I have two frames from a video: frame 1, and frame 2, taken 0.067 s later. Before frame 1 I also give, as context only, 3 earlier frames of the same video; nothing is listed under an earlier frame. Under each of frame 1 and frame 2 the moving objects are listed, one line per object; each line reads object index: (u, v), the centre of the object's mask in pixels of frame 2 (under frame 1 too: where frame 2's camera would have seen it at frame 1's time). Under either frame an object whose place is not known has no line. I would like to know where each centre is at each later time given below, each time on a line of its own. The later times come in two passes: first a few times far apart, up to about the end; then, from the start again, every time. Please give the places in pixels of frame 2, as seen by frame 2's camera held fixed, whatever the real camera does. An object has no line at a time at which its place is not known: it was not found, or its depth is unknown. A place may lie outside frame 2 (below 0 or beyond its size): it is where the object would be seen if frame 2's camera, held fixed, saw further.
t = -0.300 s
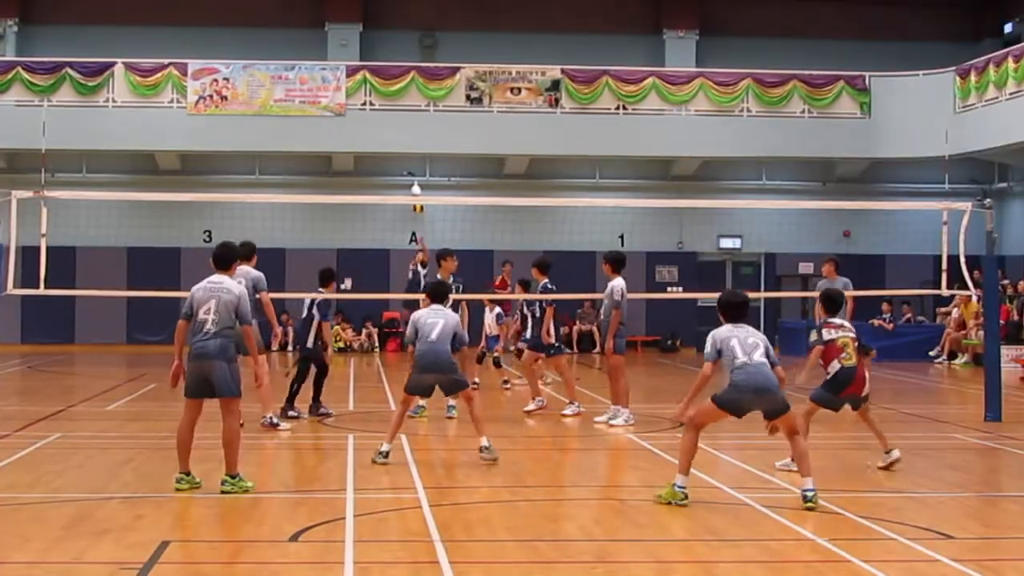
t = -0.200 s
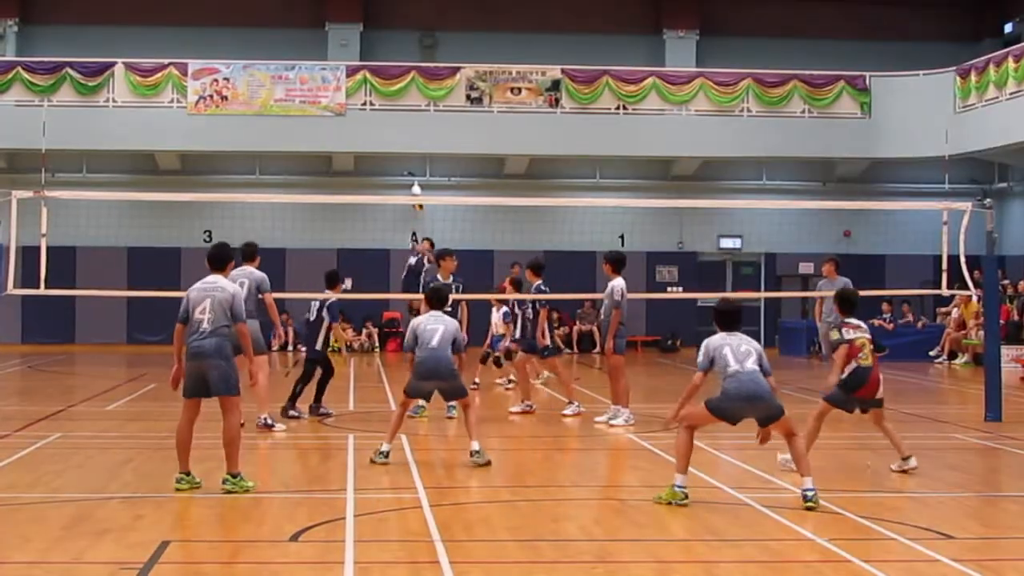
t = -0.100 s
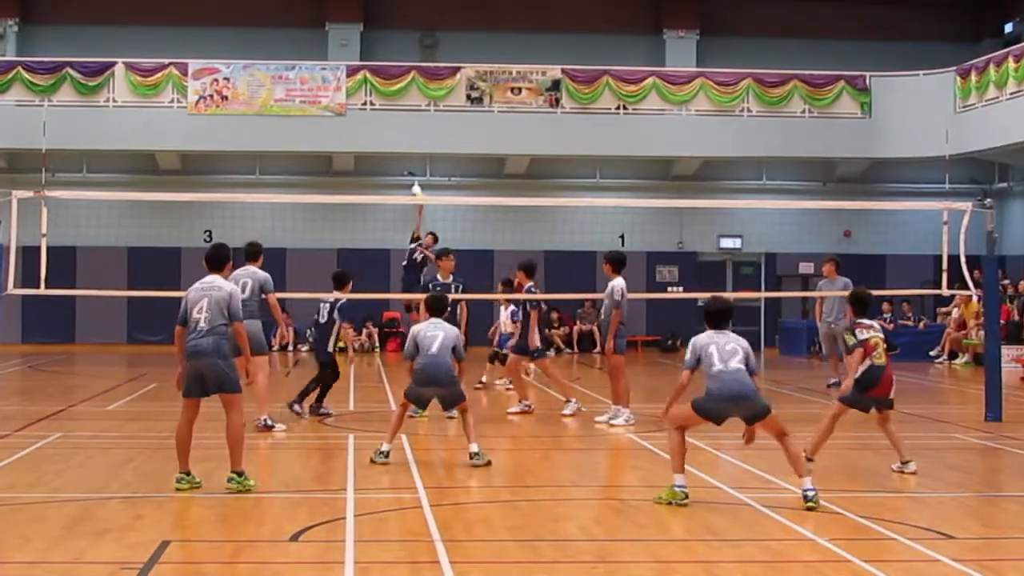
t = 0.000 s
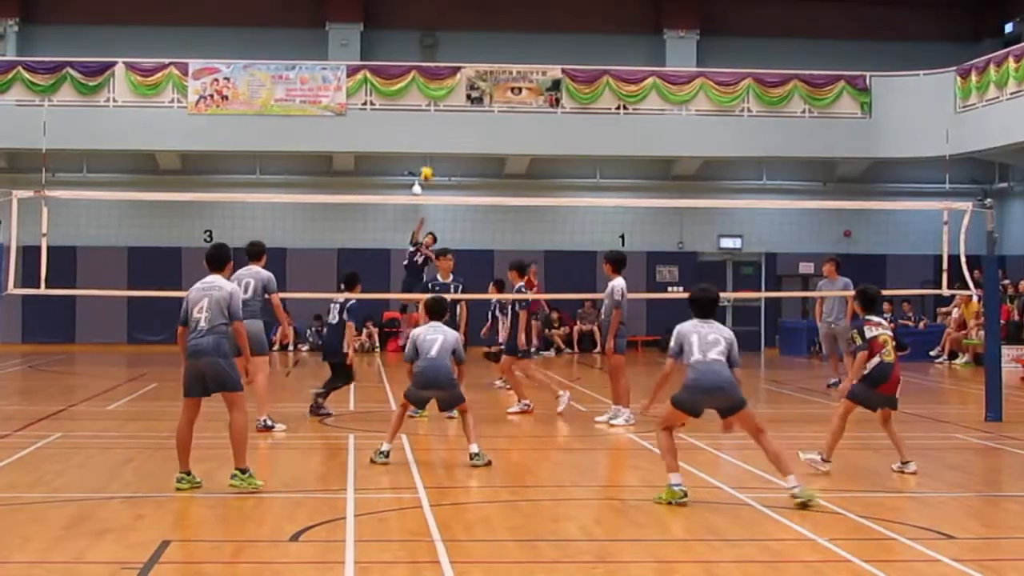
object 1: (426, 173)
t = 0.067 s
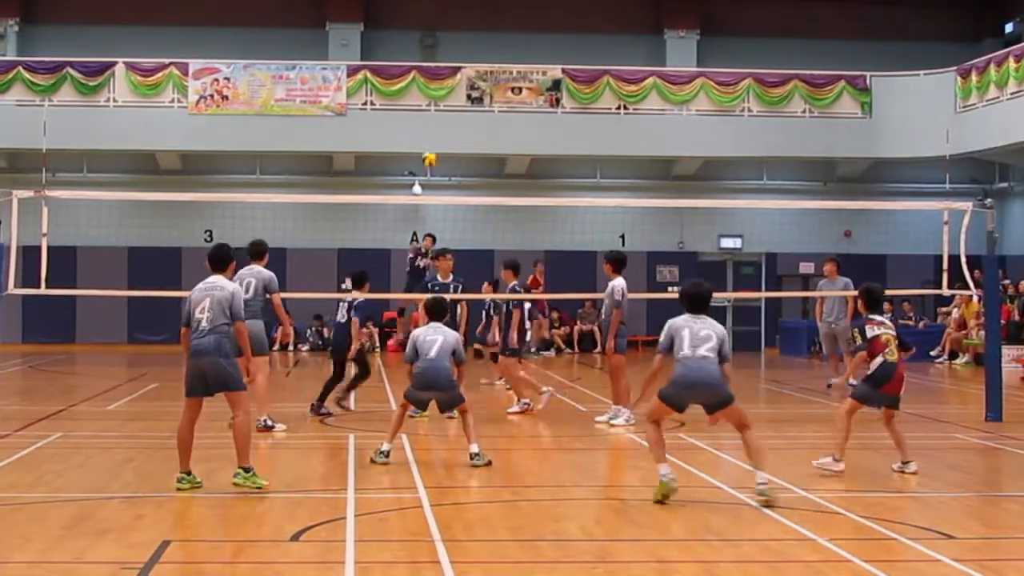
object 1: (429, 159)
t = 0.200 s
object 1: (438, 136)
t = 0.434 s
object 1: (457, 118)
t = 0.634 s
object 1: (479, 130)
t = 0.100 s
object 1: (431, 153)
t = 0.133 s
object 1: (433, 146)
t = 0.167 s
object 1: (436, 141)
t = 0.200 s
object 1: (438, 136)
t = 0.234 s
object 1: (441, 132)
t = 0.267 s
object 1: (442, 128)
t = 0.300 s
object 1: (445, 125)
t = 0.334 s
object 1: (448, 122)
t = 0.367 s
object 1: (451, 121)
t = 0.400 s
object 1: (454, 119)
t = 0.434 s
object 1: (457, 118)
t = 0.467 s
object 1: (461, 118)
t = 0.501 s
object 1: (465, 118)
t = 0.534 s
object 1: (469, 119)
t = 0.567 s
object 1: (472, 122)
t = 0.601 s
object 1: (476, 125)
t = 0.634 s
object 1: (479, 130)
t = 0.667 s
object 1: (483, 136)
